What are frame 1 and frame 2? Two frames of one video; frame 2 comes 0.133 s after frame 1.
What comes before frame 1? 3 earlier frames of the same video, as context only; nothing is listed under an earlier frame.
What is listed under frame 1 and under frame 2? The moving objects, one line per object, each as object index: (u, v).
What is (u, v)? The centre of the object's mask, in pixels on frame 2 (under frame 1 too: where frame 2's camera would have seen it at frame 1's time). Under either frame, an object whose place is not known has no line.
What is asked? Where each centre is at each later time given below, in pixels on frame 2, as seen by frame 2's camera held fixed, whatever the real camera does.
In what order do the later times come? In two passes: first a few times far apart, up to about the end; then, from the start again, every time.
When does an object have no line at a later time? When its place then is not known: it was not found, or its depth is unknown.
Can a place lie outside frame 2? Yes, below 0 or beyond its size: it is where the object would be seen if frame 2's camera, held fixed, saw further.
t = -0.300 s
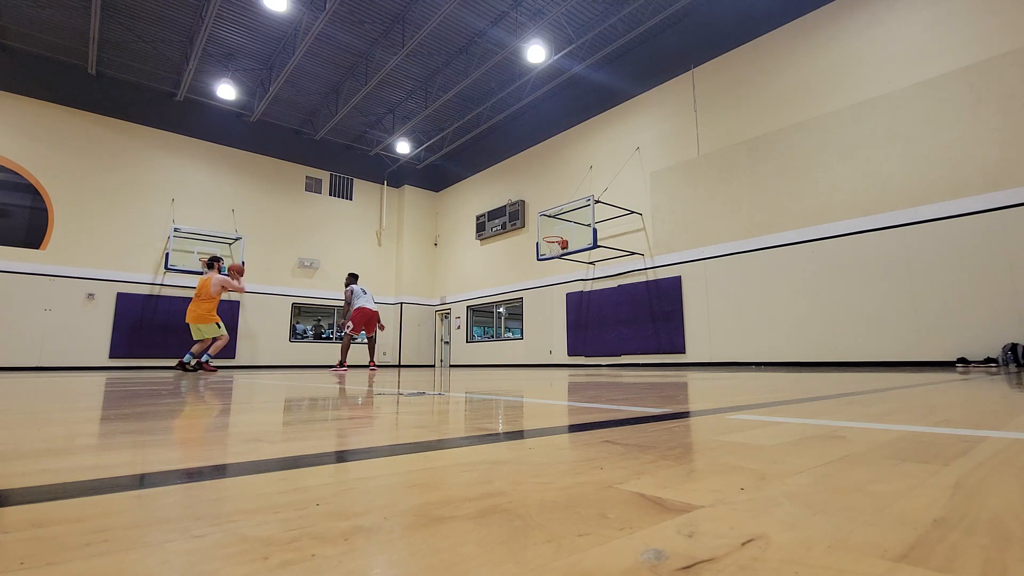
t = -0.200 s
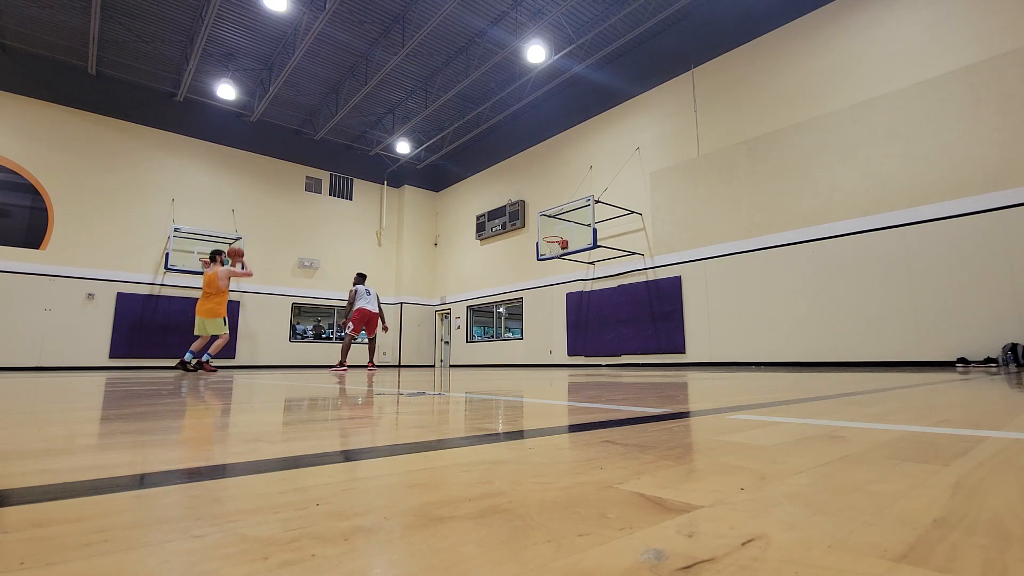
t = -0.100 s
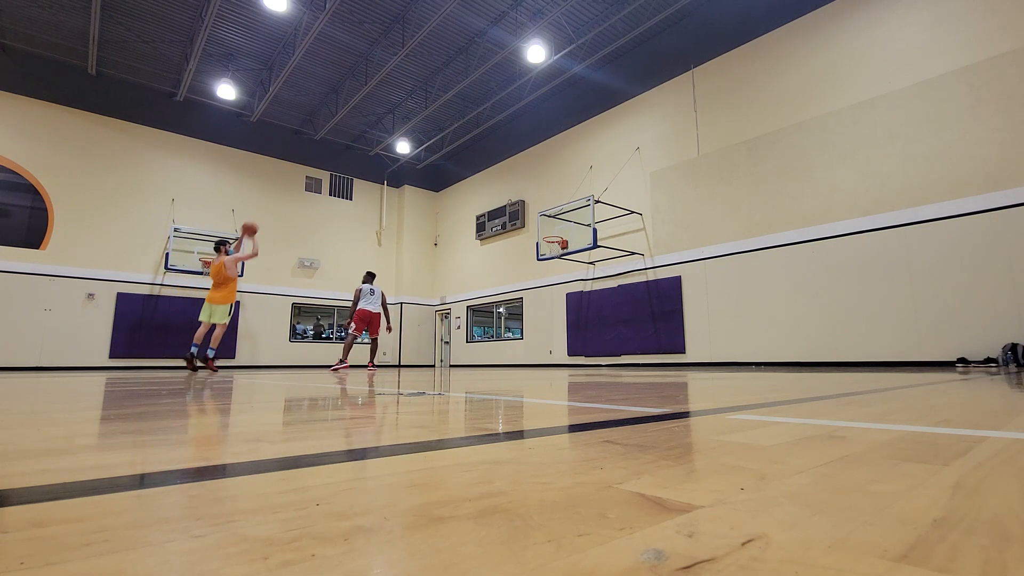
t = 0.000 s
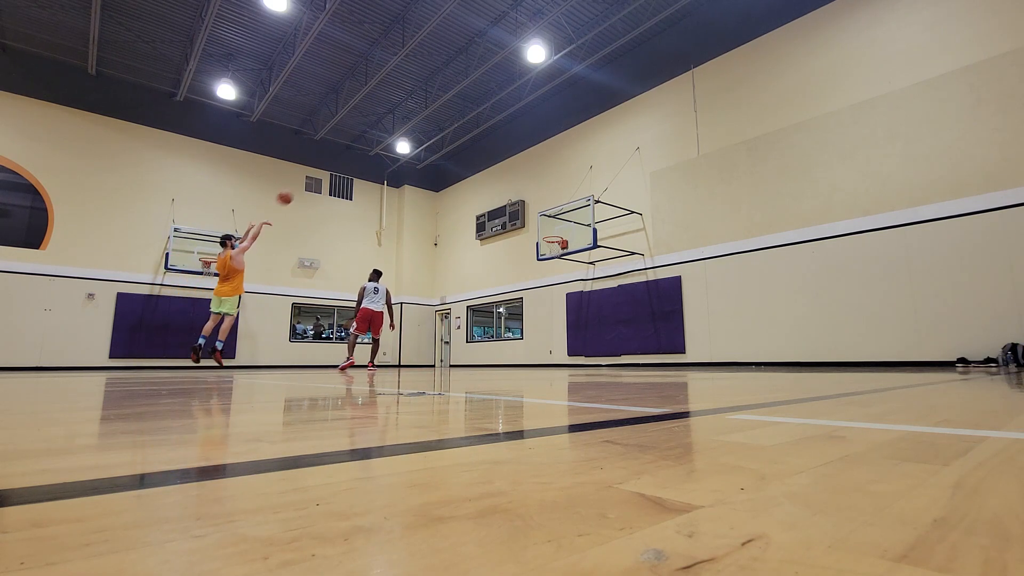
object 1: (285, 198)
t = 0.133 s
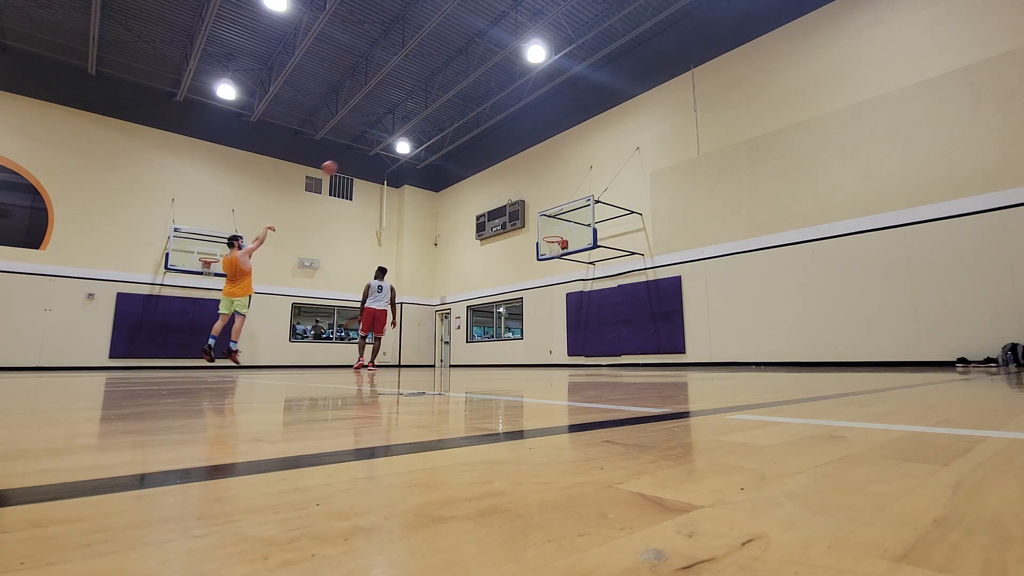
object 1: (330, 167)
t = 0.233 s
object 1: (358, 154)
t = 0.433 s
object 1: (410, 142)
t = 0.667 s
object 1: (459, 153)
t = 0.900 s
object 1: (502, 184)
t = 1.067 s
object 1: (529, 217)
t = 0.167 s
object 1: (339, 163)
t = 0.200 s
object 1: (349, 158)
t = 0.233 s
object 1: (358, 154)
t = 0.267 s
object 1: (367, 151)
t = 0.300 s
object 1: (376, 148)
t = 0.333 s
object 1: (384, 146)
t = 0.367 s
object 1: (391, 144)
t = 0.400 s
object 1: (401, 142)
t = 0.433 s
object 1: (410, 142)
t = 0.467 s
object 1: (416, 142)
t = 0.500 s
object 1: (424, 143)
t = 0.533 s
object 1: (431, 145)
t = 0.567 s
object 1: (439, 146)
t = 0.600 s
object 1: (445, 148)
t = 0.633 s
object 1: (453, 151)
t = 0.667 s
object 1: (459, 153)
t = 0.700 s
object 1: (466, 156)
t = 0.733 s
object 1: (472, 160)
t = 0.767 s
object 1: (478, 164)
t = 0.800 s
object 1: (484, 168)
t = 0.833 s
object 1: (490, 173)
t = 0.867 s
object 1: (496, 178)
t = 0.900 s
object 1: (502, 184)
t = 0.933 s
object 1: (507, 190)
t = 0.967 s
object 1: (513, 196)
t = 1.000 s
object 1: (518, 202)
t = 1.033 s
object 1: (524, 209)
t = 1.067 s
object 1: (529, 217)
